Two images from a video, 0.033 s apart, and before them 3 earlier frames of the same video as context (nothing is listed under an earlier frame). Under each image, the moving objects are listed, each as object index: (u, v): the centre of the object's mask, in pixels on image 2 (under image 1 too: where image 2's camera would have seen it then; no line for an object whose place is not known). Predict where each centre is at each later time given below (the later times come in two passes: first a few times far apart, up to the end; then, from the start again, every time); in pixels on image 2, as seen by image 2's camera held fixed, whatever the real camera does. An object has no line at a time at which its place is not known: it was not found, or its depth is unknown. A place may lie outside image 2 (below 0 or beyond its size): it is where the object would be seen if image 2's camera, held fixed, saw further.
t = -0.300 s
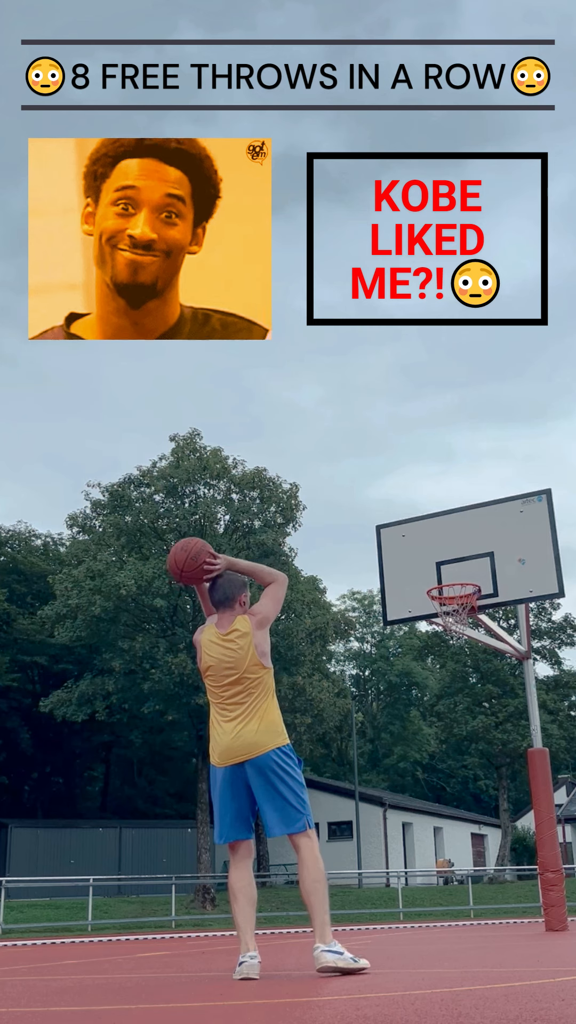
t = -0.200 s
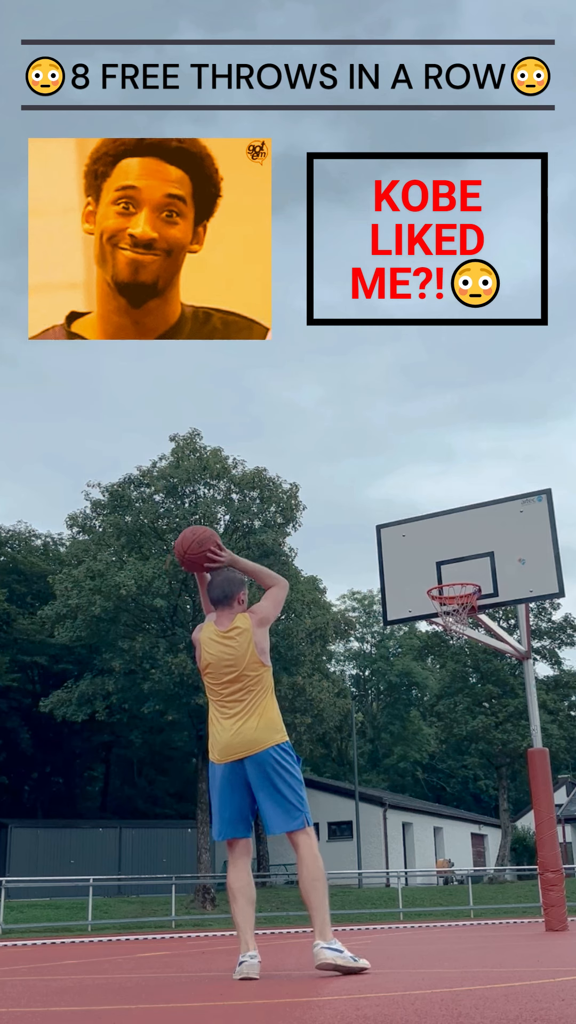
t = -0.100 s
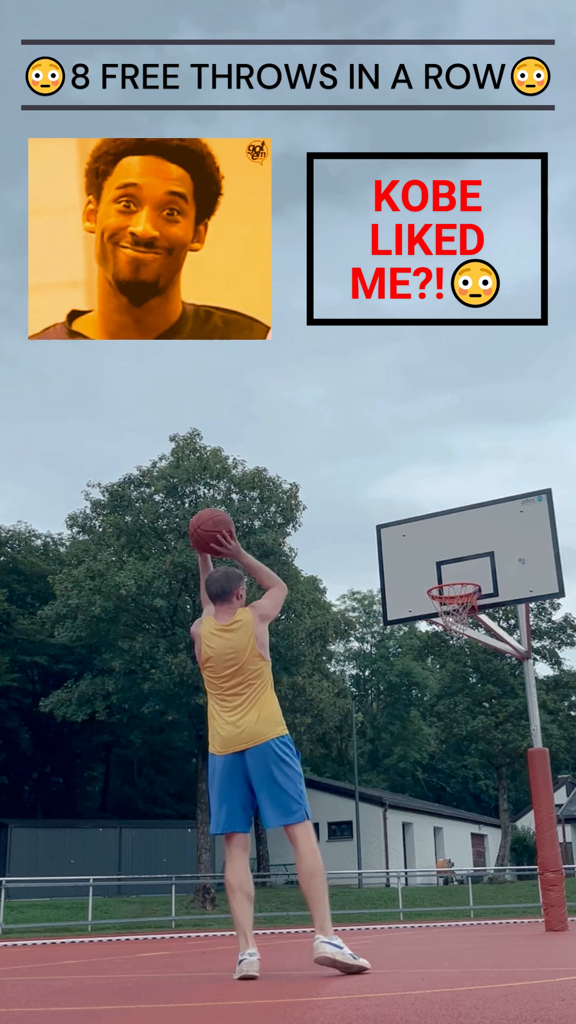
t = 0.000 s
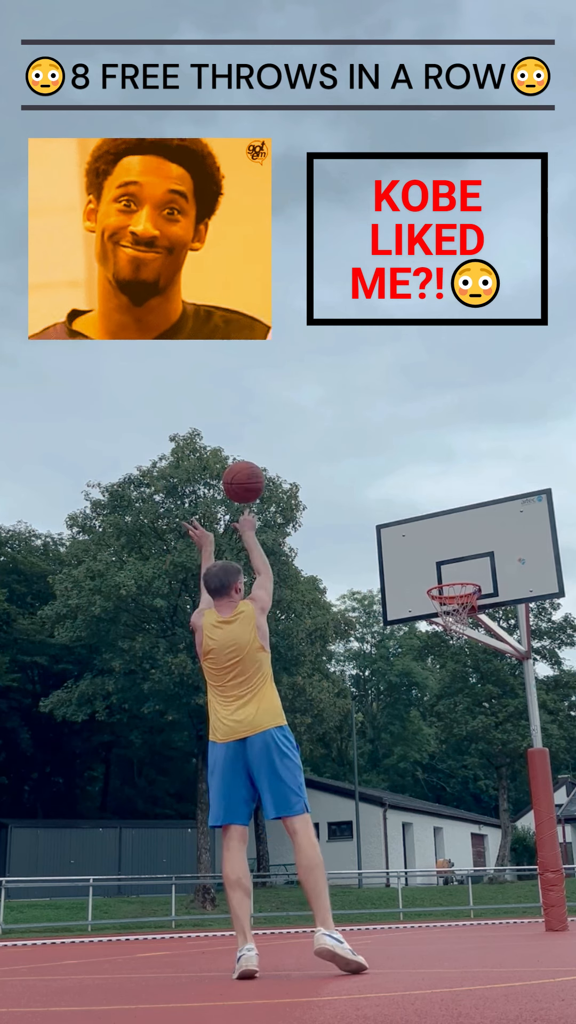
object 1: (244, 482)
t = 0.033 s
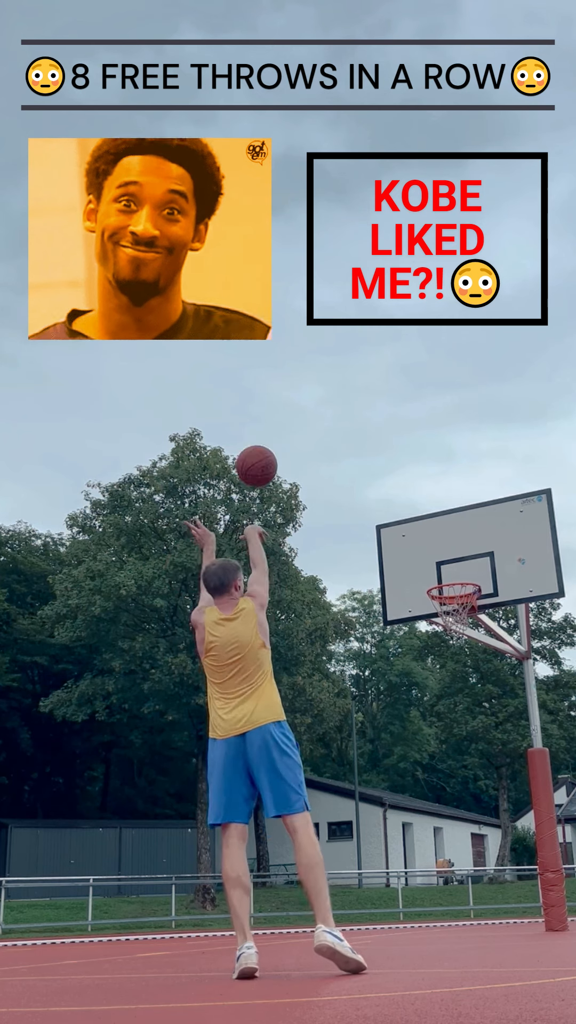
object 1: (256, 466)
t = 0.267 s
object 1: (329, 417)
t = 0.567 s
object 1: (396, 458)
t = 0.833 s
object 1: (443, 557)
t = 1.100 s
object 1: (454, 598)
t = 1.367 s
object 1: (459, 650)
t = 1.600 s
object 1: (471, 744)
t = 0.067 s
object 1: (269, 452)
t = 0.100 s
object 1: (280, 441)
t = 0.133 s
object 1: (291, 433)
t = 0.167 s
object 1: (301, 426)
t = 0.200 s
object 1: (311, 421)
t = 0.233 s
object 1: (320, 418)
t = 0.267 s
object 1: (329, 417)
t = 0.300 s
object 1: (337, 416)
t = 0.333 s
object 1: (346, 418)
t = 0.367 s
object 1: (353, 420)
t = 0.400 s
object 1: (361, 424)
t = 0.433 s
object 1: (368, 429)
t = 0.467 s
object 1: (376, 434)
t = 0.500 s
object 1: (382, 441)
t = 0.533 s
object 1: (389, 449)
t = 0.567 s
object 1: (396, 458)
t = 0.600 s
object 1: (402, 467)
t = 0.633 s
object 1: (408, 478)
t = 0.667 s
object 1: (414, 489)
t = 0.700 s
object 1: (420, 501)
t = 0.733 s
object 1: (426, 514)
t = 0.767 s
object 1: (432, 528)
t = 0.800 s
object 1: (437, 542)
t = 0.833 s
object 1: (443, 557)
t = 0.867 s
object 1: (448, 572)
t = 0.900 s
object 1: (453, 591)
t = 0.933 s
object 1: (454, 597)
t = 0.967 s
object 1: (453, 605)
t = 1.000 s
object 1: (454, 608)
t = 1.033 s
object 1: (454, 602)
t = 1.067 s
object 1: (454, 597)
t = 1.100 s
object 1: (454, 598)
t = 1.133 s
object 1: (455, 603)
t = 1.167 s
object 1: (454, 605)
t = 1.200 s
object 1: (454, 614)
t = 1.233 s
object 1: (453, 615)
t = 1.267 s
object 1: (456, 625)
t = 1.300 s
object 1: (457, 634)
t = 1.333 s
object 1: (457, 641)
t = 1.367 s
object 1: (459, 650)
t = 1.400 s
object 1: (460, 660)
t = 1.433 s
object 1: (462, 670)
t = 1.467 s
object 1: (464, 683)
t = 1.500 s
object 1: (465, 697)
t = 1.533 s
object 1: (467, 711)
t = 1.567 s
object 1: (469, 727)
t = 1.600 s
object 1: (471, 744)
